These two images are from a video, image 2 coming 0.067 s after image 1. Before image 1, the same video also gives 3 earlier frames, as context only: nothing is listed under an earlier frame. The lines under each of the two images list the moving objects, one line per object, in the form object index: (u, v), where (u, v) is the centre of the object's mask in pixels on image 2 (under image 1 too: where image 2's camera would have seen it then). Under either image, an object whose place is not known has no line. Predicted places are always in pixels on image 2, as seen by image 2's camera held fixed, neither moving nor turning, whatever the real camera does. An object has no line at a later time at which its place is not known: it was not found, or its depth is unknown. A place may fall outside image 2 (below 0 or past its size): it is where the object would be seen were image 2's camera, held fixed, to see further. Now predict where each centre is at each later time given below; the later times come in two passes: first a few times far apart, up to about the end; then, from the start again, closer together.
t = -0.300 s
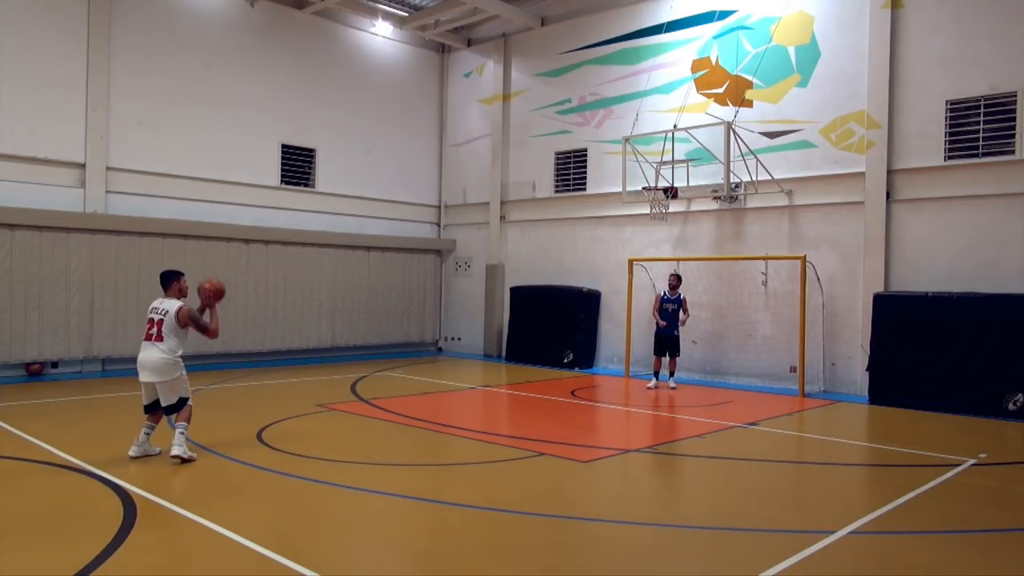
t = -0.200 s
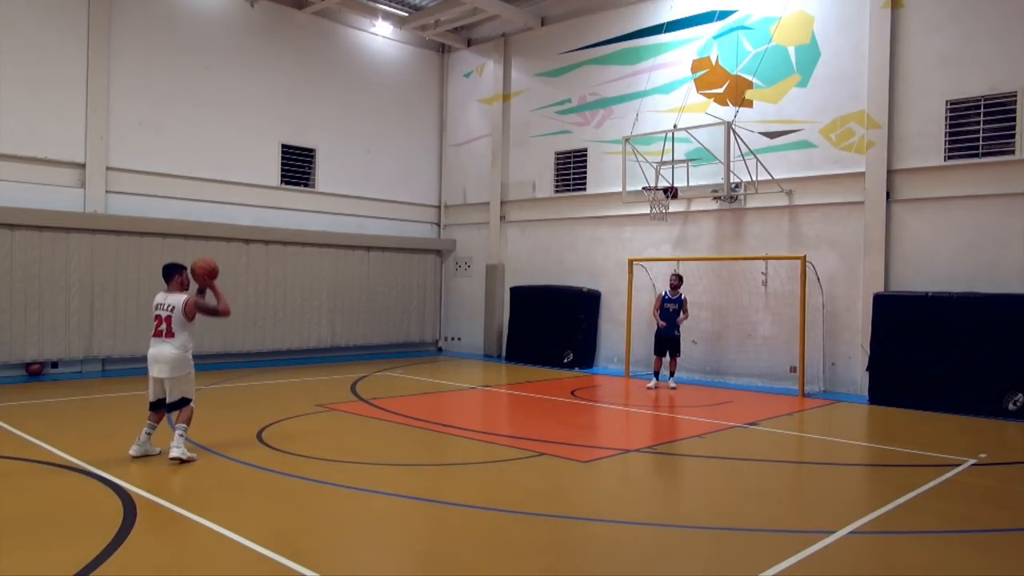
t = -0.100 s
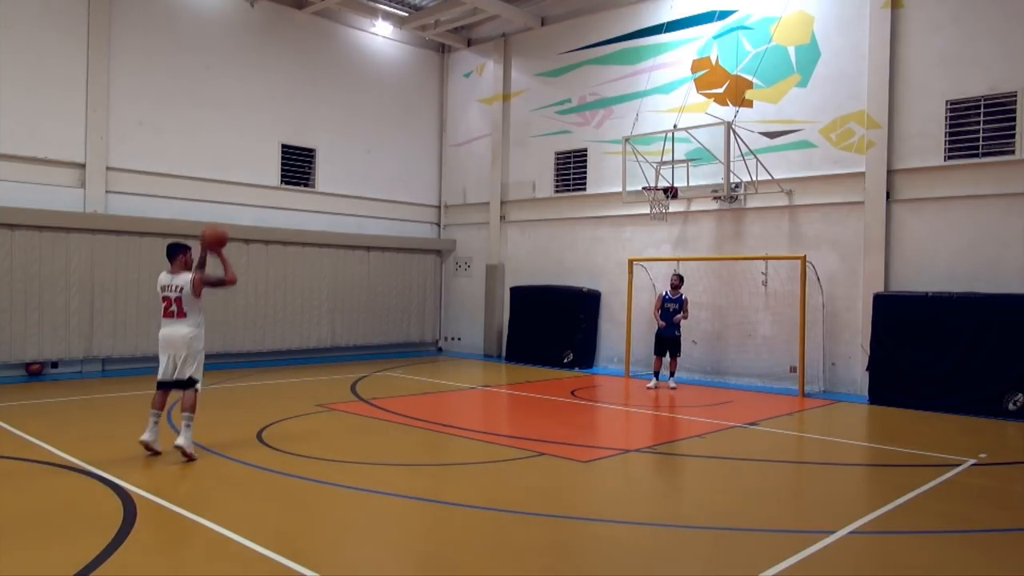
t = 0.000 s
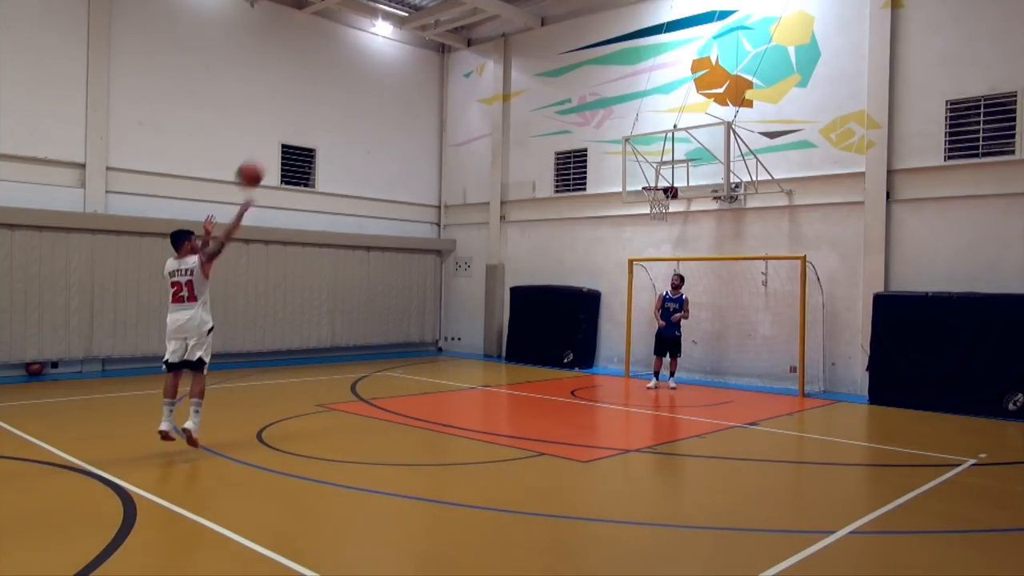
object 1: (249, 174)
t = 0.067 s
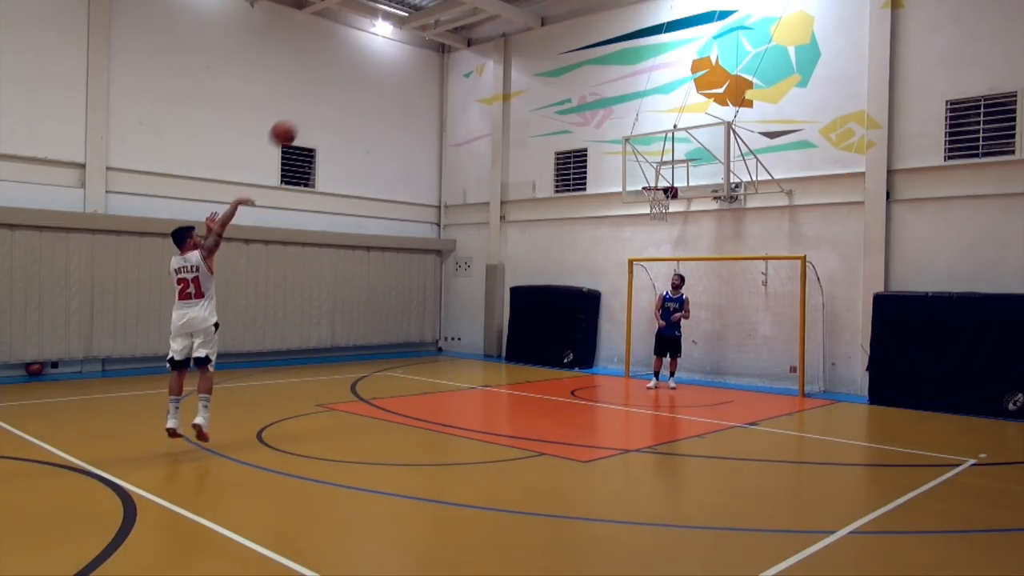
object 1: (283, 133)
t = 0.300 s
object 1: (385, 40)
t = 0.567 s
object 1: (479, 7)
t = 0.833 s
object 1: (555, 29)
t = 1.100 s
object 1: (617, 100)
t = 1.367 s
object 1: (661, 198)
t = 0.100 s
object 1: (299, 115)
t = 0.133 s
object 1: (314, 99)
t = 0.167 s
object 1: (329, 85)
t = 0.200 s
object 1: (344, 71)
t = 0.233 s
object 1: (358, 59)
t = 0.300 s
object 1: (385, 40)
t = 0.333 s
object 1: (399, 32)
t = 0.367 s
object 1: (410, 24)
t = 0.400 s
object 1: (422, 18)
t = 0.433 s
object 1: (434, 13)
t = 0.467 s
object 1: (446, 9)
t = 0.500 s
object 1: (457, 8)
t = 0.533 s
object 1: (468, 7)
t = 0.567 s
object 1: (479, 7)
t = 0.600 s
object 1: (489, 7)
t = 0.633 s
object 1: (499, 7)
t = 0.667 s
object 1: (510, 8)
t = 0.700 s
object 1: (519, 10)
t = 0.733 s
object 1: (528, 13)
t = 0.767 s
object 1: (537, 18)
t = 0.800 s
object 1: (546, 23)
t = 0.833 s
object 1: (555, 29)
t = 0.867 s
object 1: (563, 36)
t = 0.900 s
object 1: (571, 43)
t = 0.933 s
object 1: (579, 51)
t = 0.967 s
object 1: (587, 60)
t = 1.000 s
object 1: (595, 69)
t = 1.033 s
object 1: (602, 78)
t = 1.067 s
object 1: (609, 88)
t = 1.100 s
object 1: (617, 100)
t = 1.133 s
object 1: (623, 111)
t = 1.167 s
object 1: (630, 123)
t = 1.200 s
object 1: (637, 136)
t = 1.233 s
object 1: (644, 148)
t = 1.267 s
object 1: (650, 162)
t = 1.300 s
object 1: (656, 176)
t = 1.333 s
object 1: (662, 191)
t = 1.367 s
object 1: (661, 198)
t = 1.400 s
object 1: (663, 205)
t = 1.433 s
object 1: (662, 211)
